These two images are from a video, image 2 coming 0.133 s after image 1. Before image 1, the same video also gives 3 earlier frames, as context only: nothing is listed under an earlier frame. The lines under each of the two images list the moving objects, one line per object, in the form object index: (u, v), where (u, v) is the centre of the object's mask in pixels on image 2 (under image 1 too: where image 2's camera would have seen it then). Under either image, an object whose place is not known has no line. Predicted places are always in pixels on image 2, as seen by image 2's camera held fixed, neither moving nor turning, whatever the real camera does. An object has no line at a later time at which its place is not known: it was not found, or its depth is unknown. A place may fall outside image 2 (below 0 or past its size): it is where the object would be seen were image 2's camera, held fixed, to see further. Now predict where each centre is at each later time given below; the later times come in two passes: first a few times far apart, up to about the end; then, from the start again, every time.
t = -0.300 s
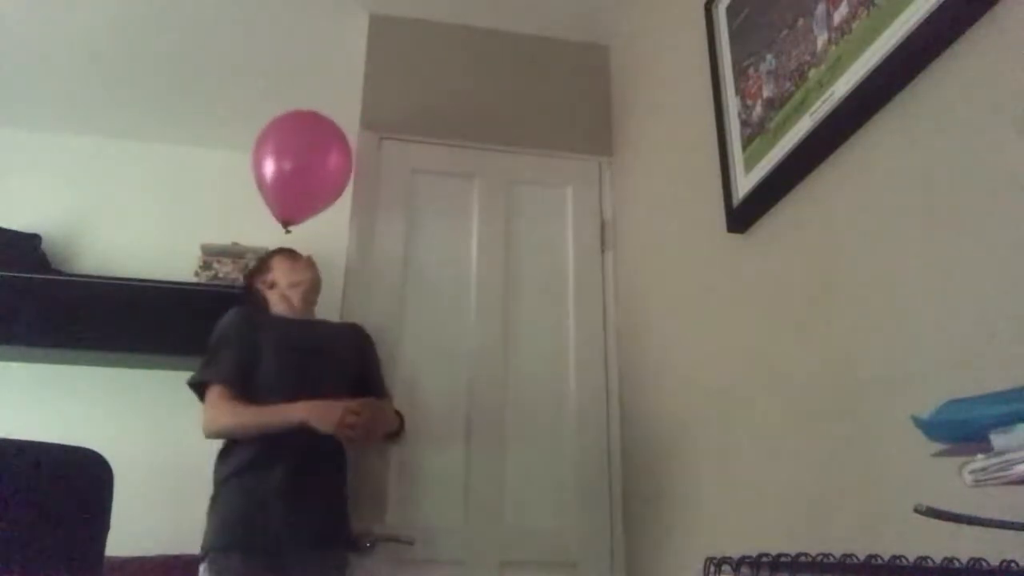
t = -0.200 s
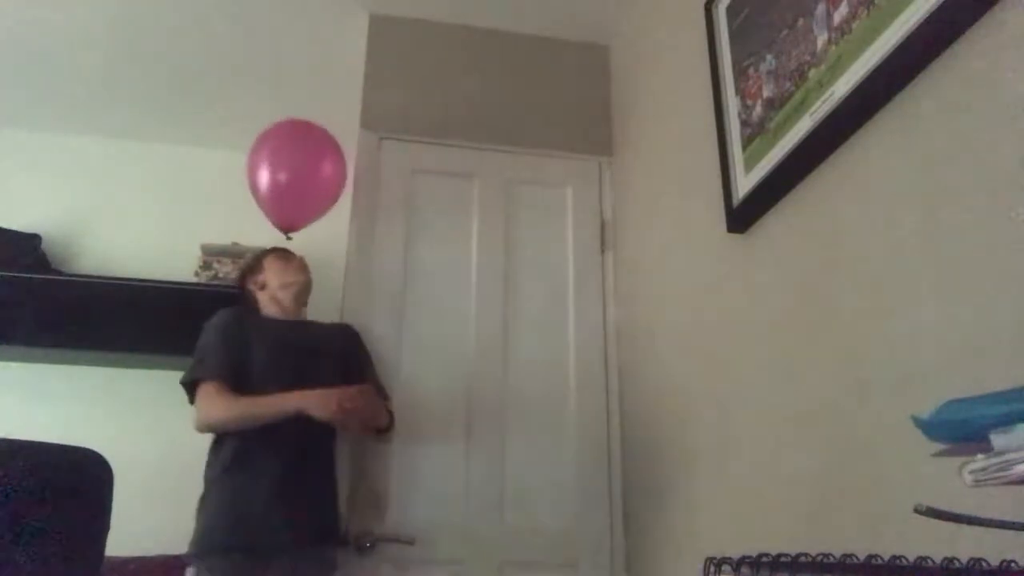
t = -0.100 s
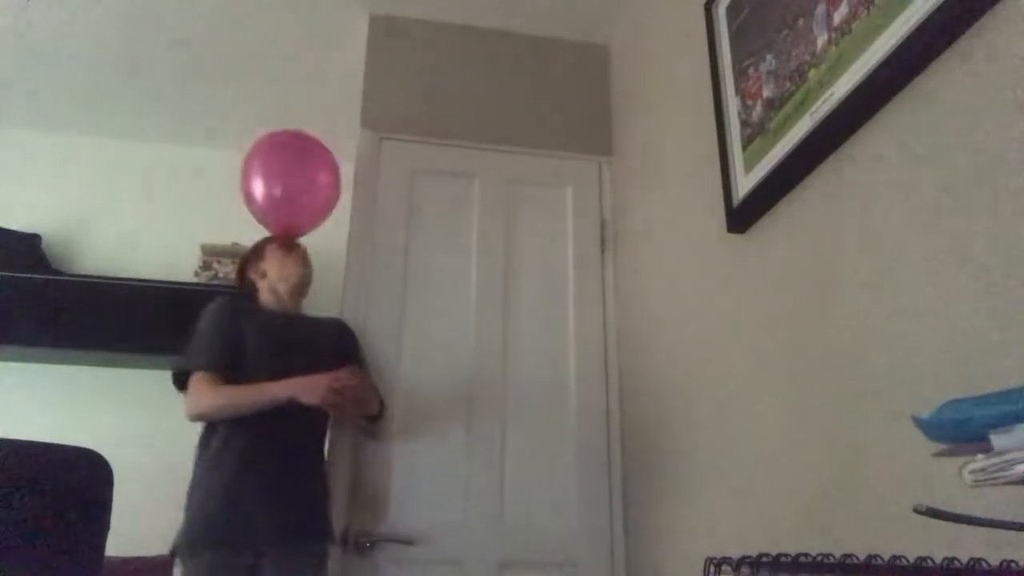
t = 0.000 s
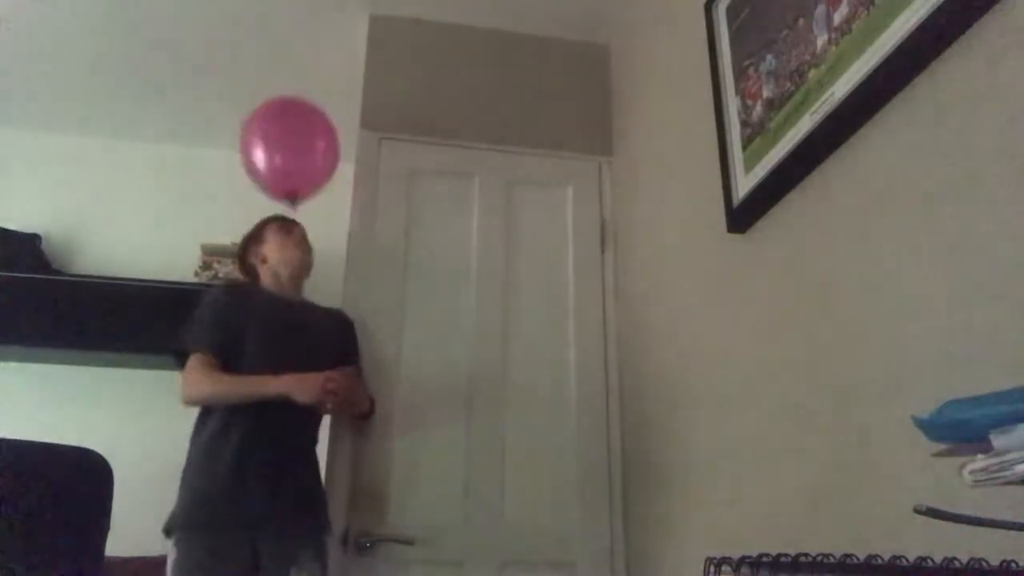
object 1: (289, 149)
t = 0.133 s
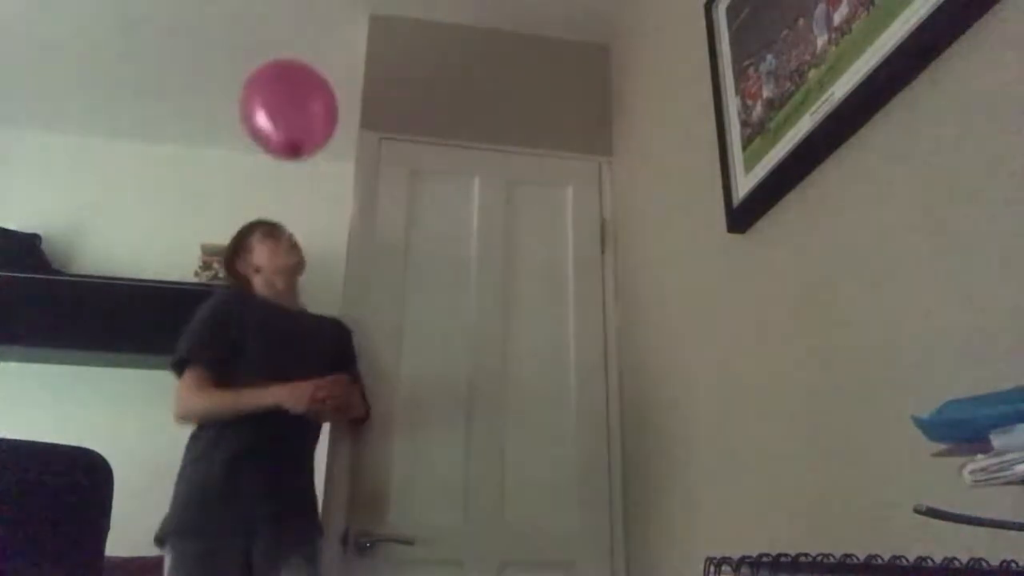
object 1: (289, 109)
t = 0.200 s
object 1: (288, 93)
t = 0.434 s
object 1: (286, 56)
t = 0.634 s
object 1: (282, 43)
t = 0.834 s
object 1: (276, 45)
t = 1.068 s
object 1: (265, 64)
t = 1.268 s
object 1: (254, 98)
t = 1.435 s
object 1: (244, 138)
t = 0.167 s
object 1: (288, 101)
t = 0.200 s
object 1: (288, 93)
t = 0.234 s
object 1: (288, 87)
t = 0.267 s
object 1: (288, 81)
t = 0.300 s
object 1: (287, 75)
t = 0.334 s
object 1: (287, 70)
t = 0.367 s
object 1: (286, 65)
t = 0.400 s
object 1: (286, 60)
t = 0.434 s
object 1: (286, 56)
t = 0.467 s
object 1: (285, 53)
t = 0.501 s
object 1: (284, 50)
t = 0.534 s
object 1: (284, 48)
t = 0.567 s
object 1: (283, 46)
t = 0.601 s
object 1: (282, 44)
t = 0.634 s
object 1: (282, 43)
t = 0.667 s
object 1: (281, 43)
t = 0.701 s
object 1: (280, 42)
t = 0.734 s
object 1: (279, 42)
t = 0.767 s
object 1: (279, 43)
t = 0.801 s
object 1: (277, 44)
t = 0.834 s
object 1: (276, 45)
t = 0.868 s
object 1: (274, 47)
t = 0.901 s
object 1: (273, 49)
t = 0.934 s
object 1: (271, 51)
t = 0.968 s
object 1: (270, 53)
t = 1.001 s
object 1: (268, 56)
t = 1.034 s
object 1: (267, 60)
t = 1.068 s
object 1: (265, 64)
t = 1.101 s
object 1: (263, 69)
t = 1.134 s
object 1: (261, 74)
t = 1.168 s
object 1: (260, 79)
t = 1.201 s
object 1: (258, 85)
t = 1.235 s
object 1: (256, 91)
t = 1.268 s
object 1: (254, 98)
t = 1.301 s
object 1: (252, 105)
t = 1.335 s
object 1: (250, 113)
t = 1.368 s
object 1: (248, 121)
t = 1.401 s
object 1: (246, 129)
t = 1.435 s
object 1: (244, 138)
